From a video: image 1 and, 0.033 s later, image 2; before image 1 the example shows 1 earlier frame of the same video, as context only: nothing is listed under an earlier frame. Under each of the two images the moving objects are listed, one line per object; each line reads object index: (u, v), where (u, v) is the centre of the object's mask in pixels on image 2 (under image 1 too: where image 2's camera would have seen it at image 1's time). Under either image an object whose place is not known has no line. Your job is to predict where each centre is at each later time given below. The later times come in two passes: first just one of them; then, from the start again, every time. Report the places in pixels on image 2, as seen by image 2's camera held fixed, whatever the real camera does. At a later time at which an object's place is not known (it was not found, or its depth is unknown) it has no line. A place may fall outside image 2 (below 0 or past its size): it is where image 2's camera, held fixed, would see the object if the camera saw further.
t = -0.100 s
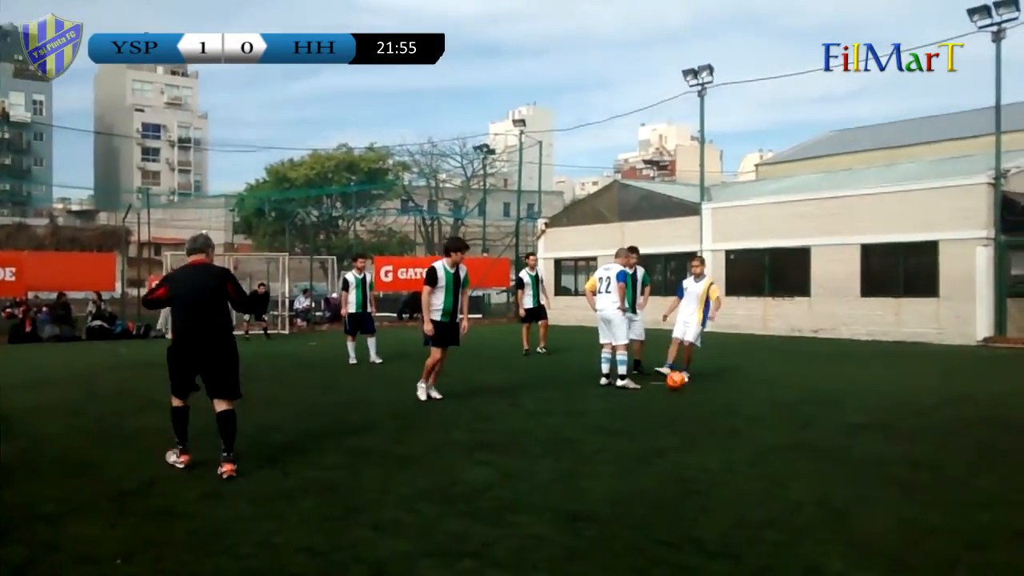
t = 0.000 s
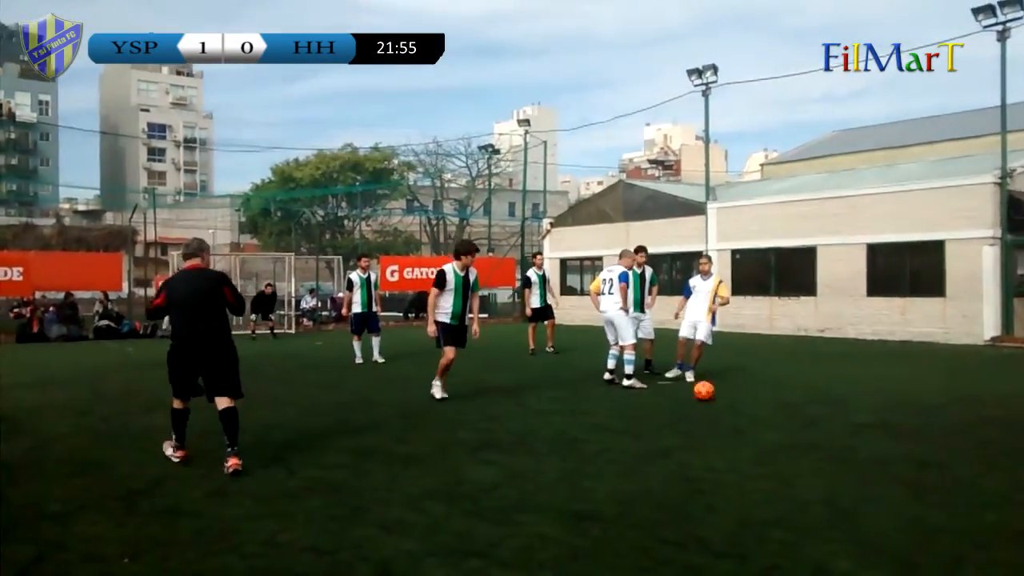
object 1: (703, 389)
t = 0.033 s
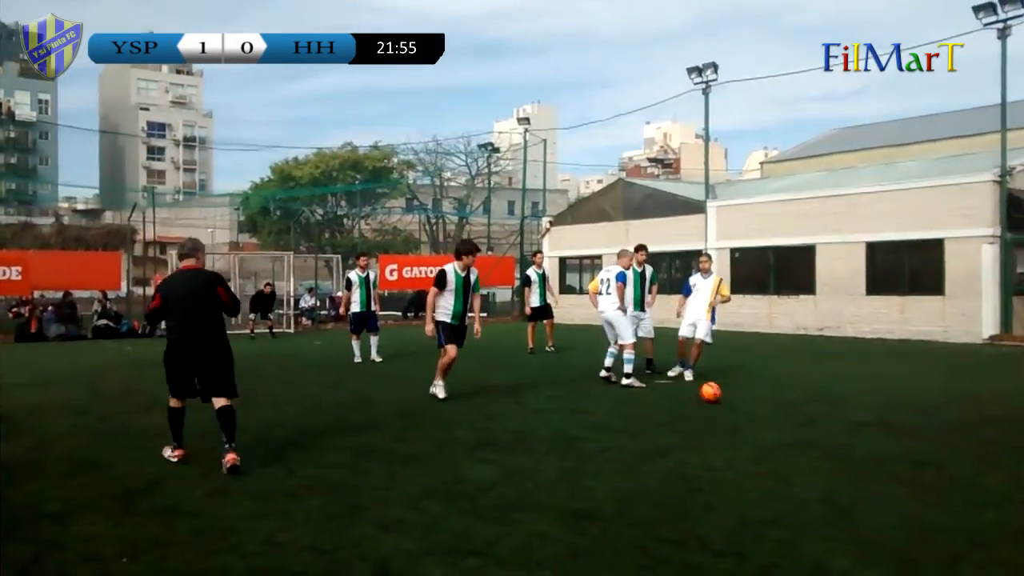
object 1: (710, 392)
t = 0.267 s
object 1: (772, 416)
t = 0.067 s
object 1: (719, 396)
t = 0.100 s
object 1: (727, 400)
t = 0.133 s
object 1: (735, 402)
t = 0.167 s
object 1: (744, 405)
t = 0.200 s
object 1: (754, 410)
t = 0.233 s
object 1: (763, 413)
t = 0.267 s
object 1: (772, 416)
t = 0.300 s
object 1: (782, 420)
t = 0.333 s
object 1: (793, 425)
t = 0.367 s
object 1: (804, 429)
